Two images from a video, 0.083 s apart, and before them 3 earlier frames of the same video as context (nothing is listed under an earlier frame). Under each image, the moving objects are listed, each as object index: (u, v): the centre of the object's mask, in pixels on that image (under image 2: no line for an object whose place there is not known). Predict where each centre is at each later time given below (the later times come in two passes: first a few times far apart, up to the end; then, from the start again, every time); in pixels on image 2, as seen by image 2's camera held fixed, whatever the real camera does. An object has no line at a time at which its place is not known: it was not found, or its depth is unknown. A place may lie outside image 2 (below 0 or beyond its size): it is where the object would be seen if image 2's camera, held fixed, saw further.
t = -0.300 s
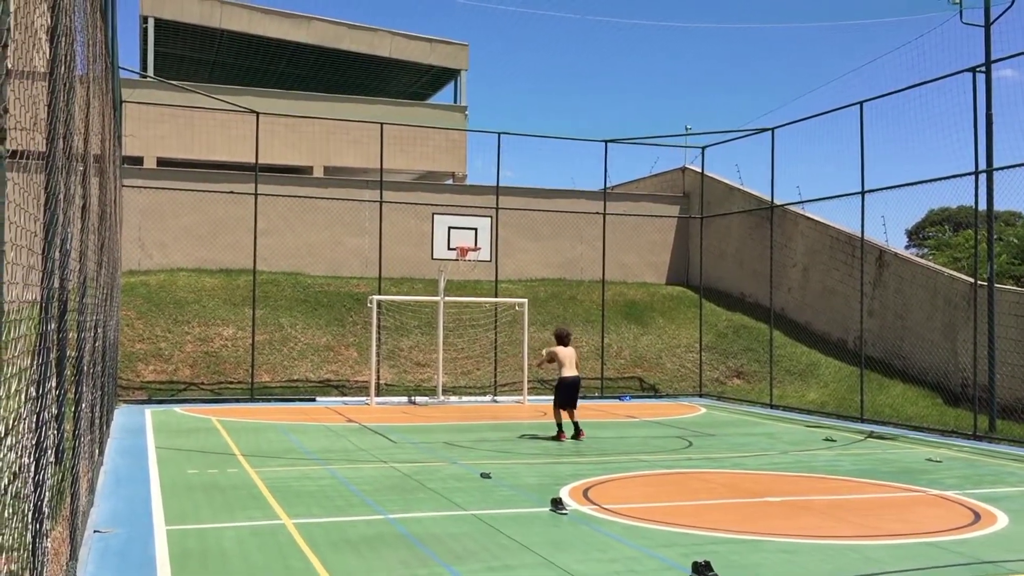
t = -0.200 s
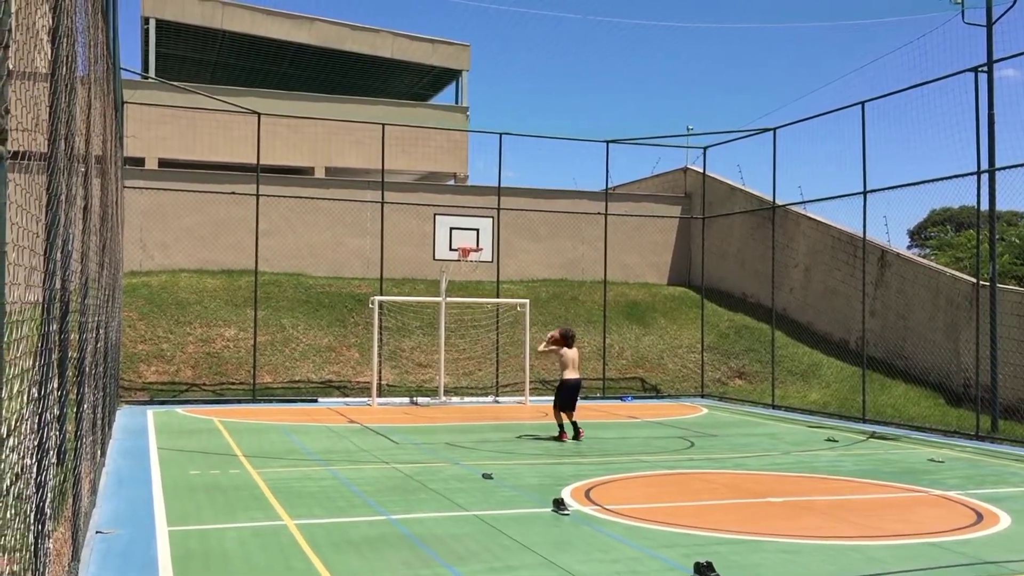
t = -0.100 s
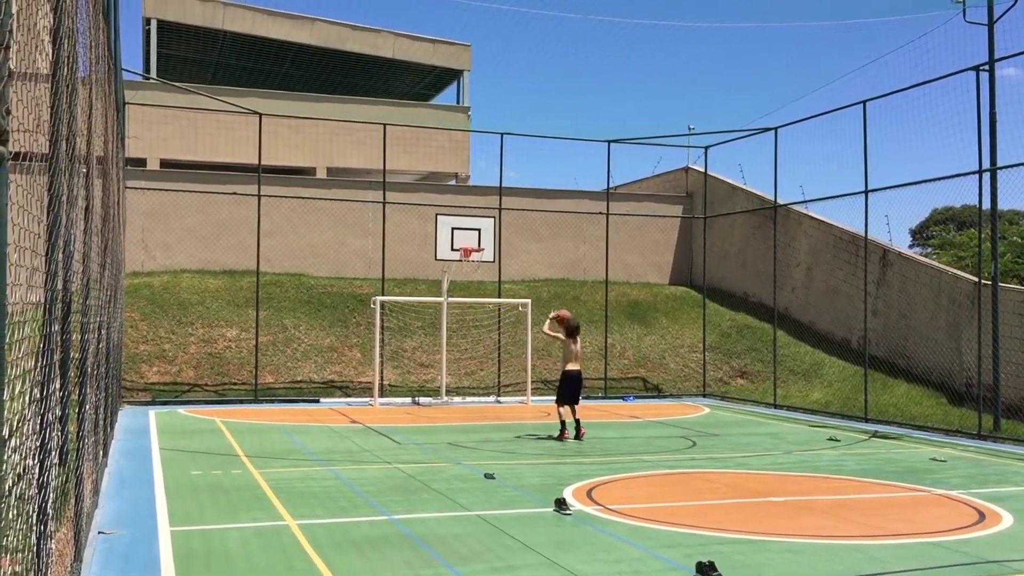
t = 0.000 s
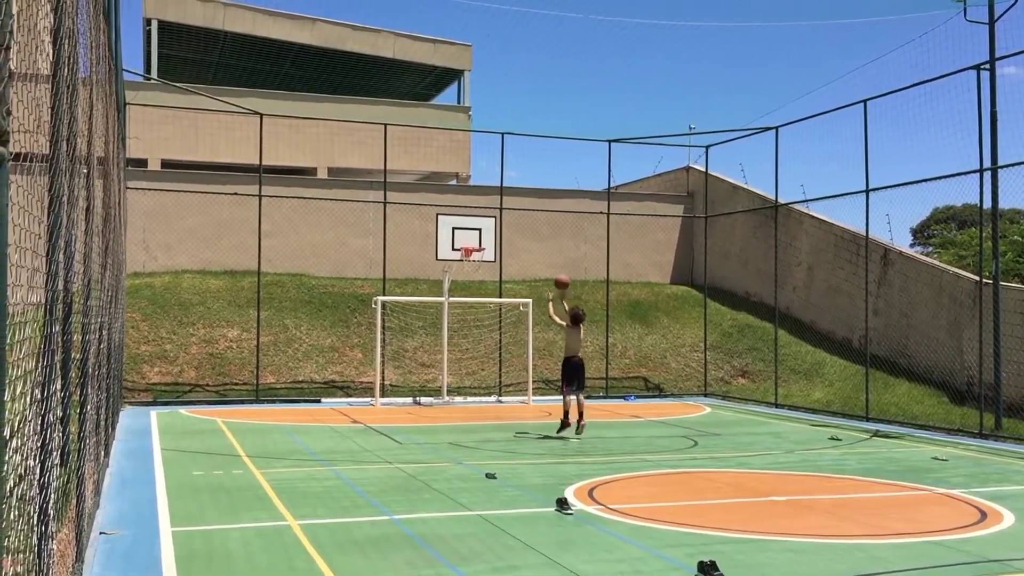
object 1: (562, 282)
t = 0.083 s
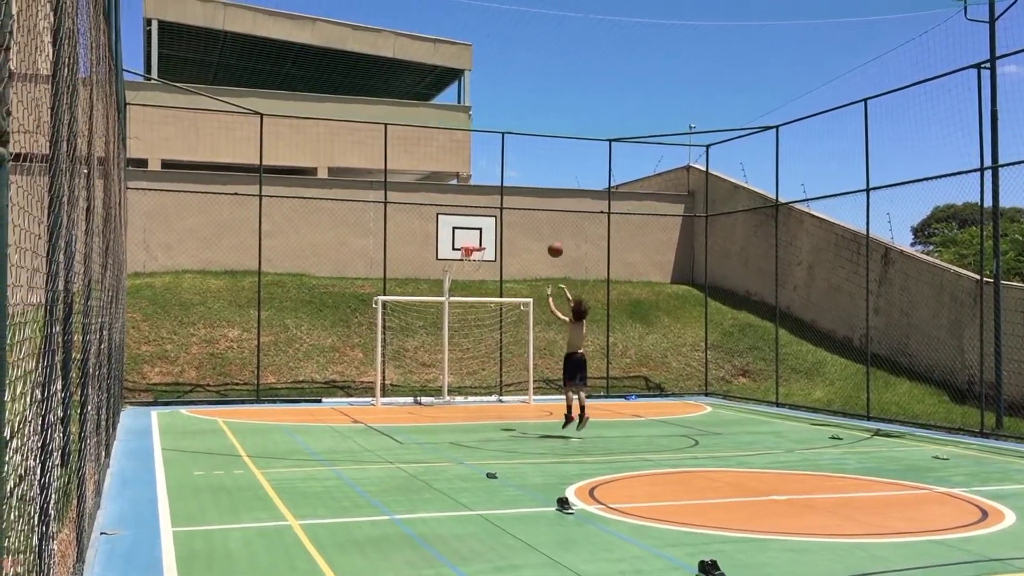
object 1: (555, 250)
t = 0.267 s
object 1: (541, 198)
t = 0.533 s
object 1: (521, 165)
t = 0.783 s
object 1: (504, 173)
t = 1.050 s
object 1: (488, 218)
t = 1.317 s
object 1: (485, 233)
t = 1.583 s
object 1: (489, 245)
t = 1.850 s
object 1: (493, 293)
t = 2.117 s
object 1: (499, 376)
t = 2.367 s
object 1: (504, 349)
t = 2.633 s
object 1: (509, 307)
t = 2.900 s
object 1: (511, 310)
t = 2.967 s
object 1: (513, 317)
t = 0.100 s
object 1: (554, 244)
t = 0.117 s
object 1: (552, 239)
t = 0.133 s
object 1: (551, 233)
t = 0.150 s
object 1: (550, 228)
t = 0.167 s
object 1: (548, 223)
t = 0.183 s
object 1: (547, 218)
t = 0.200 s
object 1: (546, 214)
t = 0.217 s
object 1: (544, 210)
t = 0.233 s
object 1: (543, 205)
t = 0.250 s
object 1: (542, 201)
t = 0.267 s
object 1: (541, 198)
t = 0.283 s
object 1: (539, 194)
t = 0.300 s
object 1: (538, 192)
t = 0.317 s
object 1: (537, 188)
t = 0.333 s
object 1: (535, 185)
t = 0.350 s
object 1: (534, 182)
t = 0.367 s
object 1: (533, 180)
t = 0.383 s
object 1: (532, 178)
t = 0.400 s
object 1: (530, 176)
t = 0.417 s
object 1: (529, 174)
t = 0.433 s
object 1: (528, 172)
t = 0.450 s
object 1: (527, 170)
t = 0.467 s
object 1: (526, 169)
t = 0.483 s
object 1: (524, 168)
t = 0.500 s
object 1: (523, 167)
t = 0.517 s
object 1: (522, 166)
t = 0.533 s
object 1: (521, 165)
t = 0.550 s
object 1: (520, 164)
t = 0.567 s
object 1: (519, 164)
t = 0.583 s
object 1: (518, 164)
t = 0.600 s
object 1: (516, 164)
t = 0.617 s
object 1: (515, 164)
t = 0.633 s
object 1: (514, 164)
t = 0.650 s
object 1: (513, 164)
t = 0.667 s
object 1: (512, 165)
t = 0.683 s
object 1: (511, 166)
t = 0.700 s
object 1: (510, 167)
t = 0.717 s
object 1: (509, 167)
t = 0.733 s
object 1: (508, 169)
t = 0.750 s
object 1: (506, 170)
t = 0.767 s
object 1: (505, 172)
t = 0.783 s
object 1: (504, 173)
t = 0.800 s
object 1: (503, 175)
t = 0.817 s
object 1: (502, 177)
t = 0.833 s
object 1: (501, 179)
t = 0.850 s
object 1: (500, 181)
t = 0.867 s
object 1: (499, 184)
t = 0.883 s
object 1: (498, 186)
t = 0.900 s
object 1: (497, 189)
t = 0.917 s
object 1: (496, 191)
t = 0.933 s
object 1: (495, 194)
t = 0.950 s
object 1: (494, 197)
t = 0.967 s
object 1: (493, 200)
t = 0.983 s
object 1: (492, 204)
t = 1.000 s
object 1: (491, 206)
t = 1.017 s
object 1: (489, 210)
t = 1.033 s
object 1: (489, 214)
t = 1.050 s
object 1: (488, 218)
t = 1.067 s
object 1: (487, 221)
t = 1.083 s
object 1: (485, 226)
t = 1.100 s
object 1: (485, 229)
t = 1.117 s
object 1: (484, 234)
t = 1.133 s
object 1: (483, 238)
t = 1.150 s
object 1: (482, 242)
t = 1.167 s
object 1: (482, 242)
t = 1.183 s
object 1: (482, 240)
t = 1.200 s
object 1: (483, 239)
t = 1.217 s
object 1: (483, 237)
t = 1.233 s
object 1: (483, 236)
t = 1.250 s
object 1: (483, 235)
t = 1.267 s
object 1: (484, 234)
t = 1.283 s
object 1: (484, 233)
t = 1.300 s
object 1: (485, 233)
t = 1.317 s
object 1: (485, 233)
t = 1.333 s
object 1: (485, 233)
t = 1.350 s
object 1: (485, 233)
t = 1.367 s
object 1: (486, 232)
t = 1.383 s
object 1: (486, 232)
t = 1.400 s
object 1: (486, 233)
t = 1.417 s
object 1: (486, 233)
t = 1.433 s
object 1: (486, 234)
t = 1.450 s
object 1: (487, 234)
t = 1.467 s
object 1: (487, 236)
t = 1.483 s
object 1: (488, 236)
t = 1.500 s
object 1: (488, 237)
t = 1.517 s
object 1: (488, 239)
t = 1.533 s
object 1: (488, 240)
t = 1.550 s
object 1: (488, 242)
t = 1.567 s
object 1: (489, 243)
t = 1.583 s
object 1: (489, 245)
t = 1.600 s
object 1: (489, 247)
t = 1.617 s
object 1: (490, 249)
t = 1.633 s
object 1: (490, 252)
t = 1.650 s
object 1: (491, 255)
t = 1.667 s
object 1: (491, 257)
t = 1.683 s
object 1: (491, 259)
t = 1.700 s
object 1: (491, 262)
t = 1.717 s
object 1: (491, 265)
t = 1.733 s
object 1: (492, 268)
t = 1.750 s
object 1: (492, 272)
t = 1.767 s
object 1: (492, 275)
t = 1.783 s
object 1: (492, 278)
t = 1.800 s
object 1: (493, 282)
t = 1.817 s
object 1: (493, 286)
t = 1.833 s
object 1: (493, 289)
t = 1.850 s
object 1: (493, 293)
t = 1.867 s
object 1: (494, 297)
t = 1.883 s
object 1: (495, 303)
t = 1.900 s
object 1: (495, 307)
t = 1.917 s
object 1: (495, 311)
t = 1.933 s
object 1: (495, 315)
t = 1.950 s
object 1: (495, 320)
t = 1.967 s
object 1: (496, 325)
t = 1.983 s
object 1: (496, 331)
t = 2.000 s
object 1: (496, 336)
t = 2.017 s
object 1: (496, 341)
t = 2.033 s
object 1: (496, 346)
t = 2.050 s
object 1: (497, 352)
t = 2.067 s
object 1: (498, 358)
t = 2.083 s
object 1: (498, 364)
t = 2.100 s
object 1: (498, 369)
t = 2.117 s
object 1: (499, 376)
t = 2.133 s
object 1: (498, 382)
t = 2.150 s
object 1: (500, 388)
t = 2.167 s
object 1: (500, 395)
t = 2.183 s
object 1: (500, 400)
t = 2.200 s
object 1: (500, 395)
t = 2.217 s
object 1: (500, 389)
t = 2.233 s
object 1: (500, 385)
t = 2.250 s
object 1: (501, 380)
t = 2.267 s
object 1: (501, 375)
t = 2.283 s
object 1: (502, 370)
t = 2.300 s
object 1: (502, 366)
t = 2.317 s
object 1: (503, 361)
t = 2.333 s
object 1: (503, 357)
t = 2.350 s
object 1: (504, 353)
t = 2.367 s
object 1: (504, 349)
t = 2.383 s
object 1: (504, 345)
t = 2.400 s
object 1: (504, 342)
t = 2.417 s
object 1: (504, 338)
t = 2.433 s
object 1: (505, 335)
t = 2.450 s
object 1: (506, 331)
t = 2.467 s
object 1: (506, 329)
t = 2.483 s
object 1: (507, 326)
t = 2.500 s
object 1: (507, 323)
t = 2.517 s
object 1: (507, 321)
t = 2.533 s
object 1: (507, 318)
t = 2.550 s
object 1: (508, 316)
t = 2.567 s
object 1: (508, 314)
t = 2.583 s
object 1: (508, 312)
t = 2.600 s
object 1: (508, 308)
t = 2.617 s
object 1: (508, 307)
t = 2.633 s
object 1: (509, 307)
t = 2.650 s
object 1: (509, 306)
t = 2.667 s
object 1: (509, 306)
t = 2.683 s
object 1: (509, 305)
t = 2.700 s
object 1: (509, 305)
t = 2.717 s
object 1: (510, 305)
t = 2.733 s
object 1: (510, 305)
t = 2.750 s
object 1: (511, 305)
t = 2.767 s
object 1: (510, 305)
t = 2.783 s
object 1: (510, 305)
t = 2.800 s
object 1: (511, 306)
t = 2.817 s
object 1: (511, 306)
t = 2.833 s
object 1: (511, 306)
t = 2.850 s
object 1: (511, 307)
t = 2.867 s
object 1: (511, 308)
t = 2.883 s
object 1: (511, 309)
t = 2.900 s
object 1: (511, 310)
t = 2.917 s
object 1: (512, 312)
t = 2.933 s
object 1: (512, 313)
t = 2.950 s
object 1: (512, 315)
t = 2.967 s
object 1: (513, 317)
